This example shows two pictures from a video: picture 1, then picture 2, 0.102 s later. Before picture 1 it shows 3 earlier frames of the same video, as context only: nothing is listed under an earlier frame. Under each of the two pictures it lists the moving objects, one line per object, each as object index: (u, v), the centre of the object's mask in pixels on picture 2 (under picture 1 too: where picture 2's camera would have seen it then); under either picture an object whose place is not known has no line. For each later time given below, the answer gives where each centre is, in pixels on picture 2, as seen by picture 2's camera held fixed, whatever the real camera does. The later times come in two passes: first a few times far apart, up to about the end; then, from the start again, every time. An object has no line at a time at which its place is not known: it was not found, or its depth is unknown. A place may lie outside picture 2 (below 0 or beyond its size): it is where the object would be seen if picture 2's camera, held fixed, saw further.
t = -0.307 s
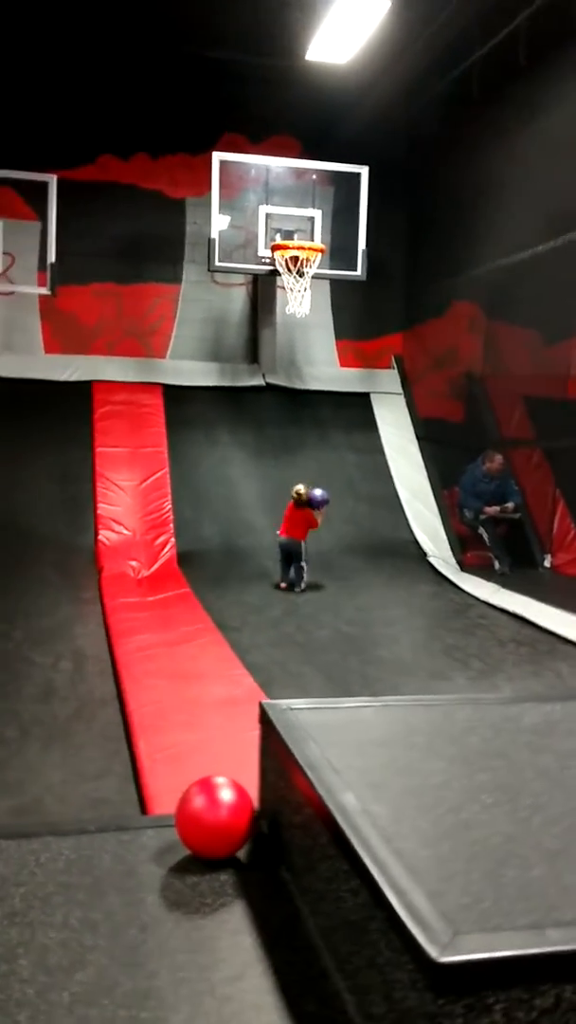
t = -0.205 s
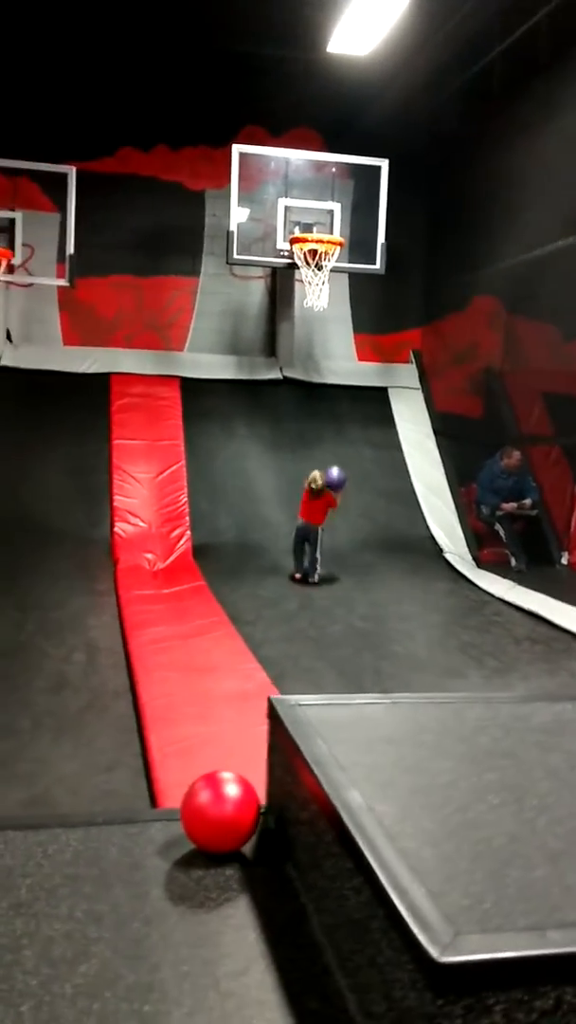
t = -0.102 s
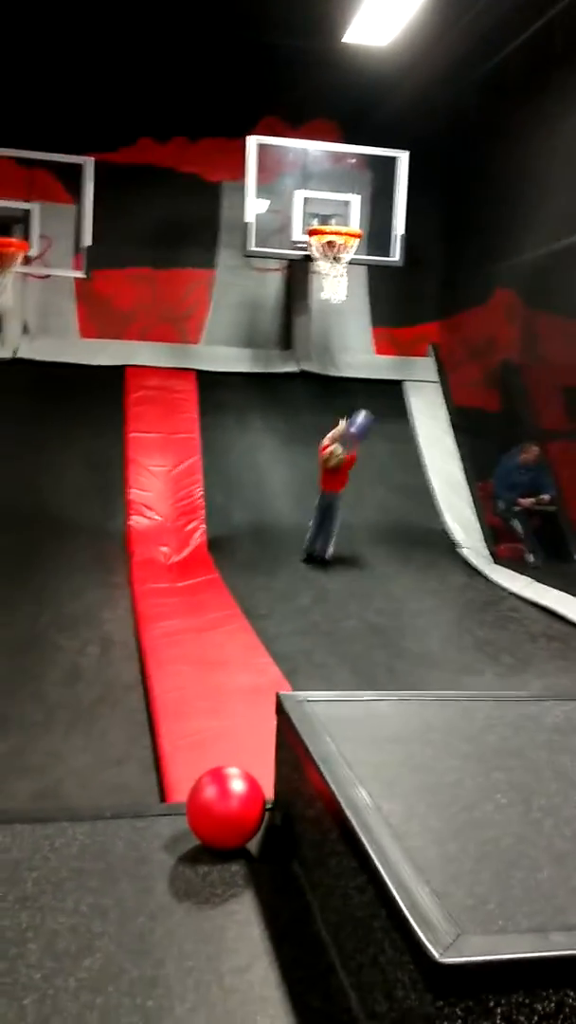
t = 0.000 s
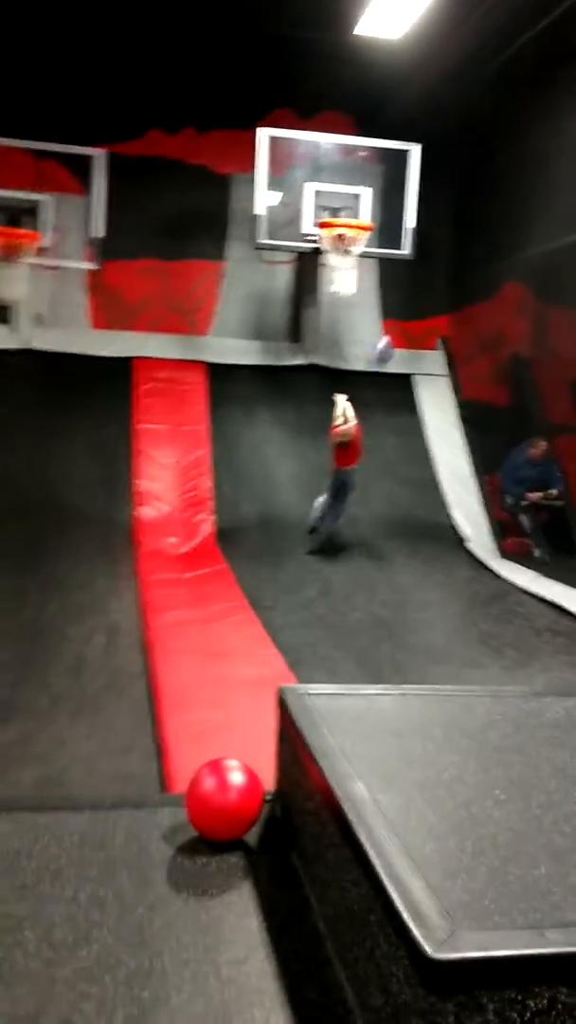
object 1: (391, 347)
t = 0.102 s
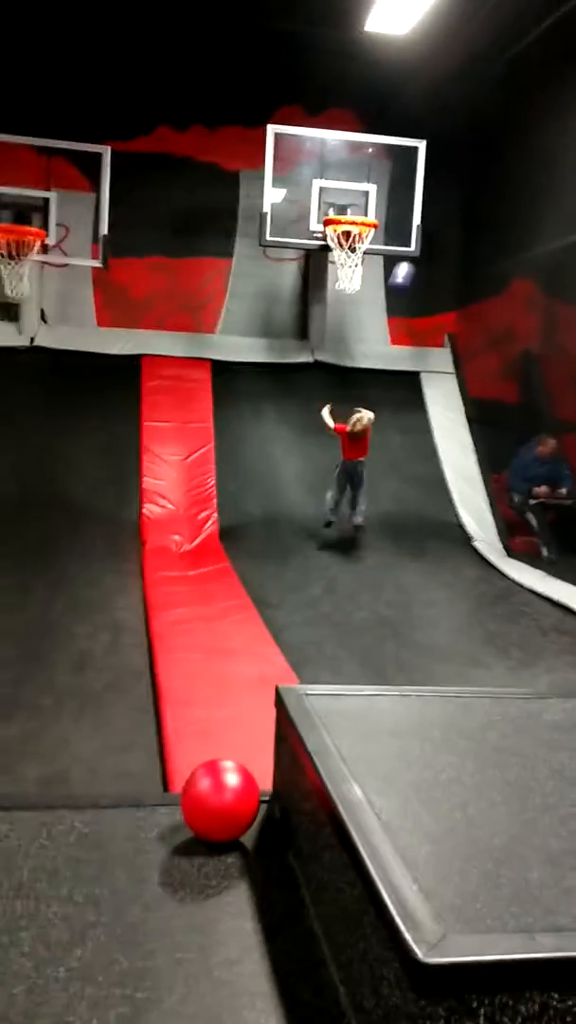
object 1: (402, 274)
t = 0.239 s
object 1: (416, 224)
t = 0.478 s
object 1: (437, 185)
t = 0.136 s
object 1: (405, 260)
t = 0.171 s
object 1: (410, 245)
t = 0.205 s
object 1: (412, 234)
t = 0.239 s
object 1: (416, 224)
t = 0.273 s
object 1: (419, 213)
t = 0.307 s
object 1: (422, 205)
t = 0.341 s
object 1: (424, 199)
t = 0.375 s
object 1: (429, 194)
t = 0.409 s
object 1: (432, 190)
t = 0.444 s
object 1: (434, 186)
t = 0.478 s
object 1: (437, 185)
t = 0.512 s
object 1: (438, 186)
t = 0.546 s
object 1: (442, 187)
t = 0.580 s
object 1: (442, 189)
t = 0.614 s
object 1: (443, 193)
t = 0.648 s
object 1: (446, 198)
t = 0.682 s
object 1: (448, 205)
